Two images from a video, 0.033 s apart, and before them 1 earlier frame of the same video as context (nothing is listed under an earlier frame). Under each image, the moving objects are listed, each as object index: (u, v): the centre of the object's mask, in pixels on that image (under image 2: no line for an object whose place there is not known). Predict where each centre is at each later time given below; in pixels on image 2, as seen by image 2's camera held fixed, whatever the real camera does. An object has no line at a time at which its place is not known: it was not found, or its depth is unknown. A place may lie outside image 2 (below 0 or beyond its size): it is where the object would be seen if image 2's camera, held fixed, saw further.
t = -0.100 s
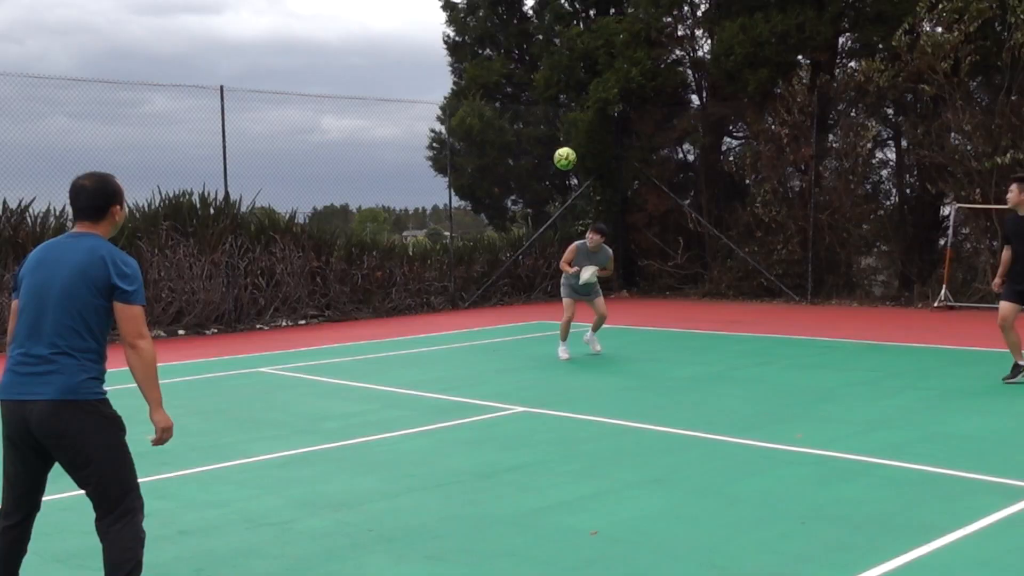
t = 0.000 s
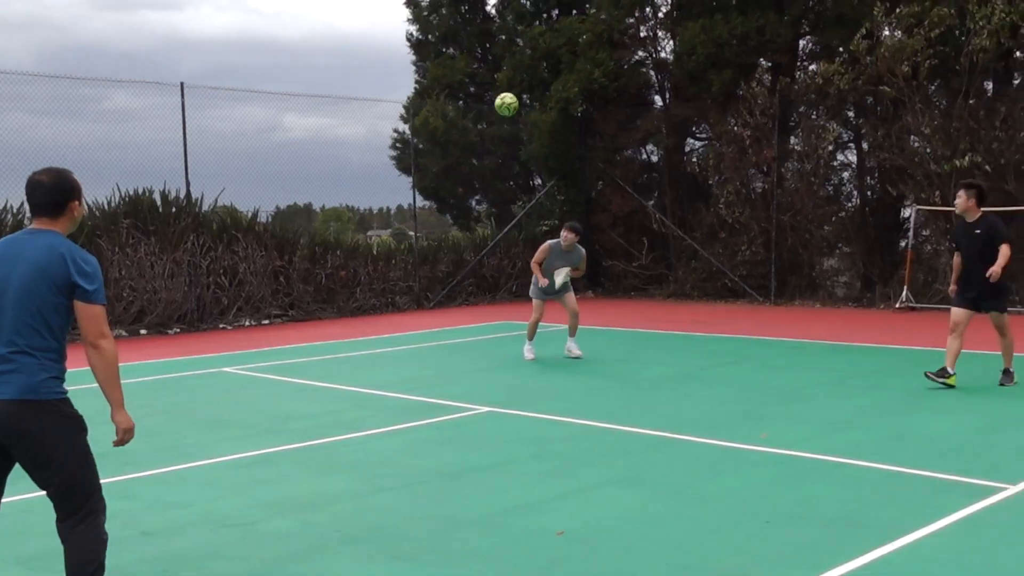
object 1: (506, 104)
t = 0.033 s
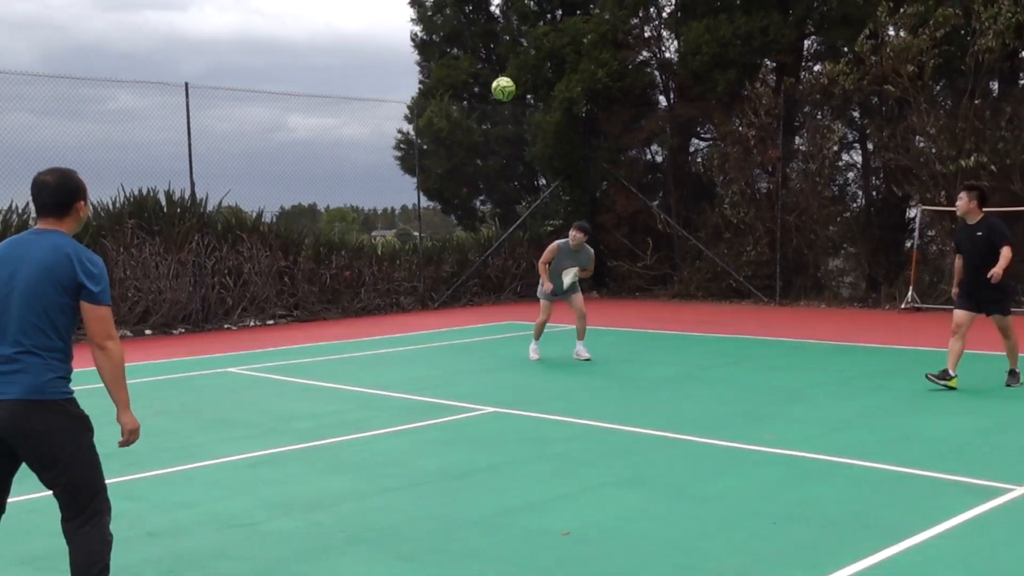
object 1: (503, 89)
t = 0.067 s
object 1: (496, 74)
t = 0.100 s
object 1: (489, 61)
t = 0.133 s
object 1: (483, 50)
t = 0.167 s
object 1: (477, 41)
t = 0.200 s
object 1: (470, 32)
